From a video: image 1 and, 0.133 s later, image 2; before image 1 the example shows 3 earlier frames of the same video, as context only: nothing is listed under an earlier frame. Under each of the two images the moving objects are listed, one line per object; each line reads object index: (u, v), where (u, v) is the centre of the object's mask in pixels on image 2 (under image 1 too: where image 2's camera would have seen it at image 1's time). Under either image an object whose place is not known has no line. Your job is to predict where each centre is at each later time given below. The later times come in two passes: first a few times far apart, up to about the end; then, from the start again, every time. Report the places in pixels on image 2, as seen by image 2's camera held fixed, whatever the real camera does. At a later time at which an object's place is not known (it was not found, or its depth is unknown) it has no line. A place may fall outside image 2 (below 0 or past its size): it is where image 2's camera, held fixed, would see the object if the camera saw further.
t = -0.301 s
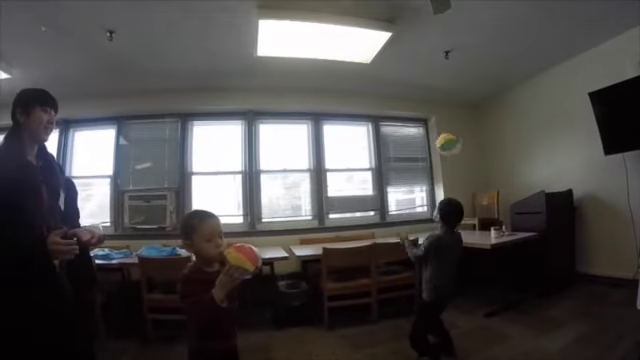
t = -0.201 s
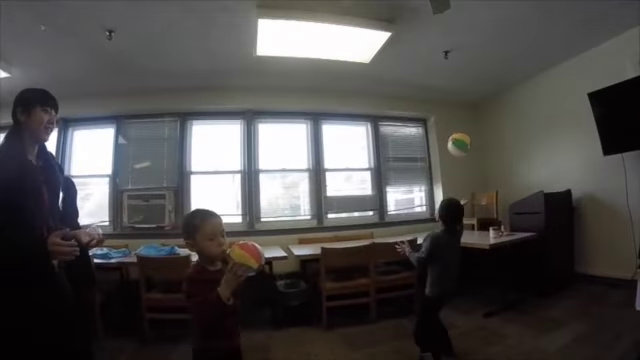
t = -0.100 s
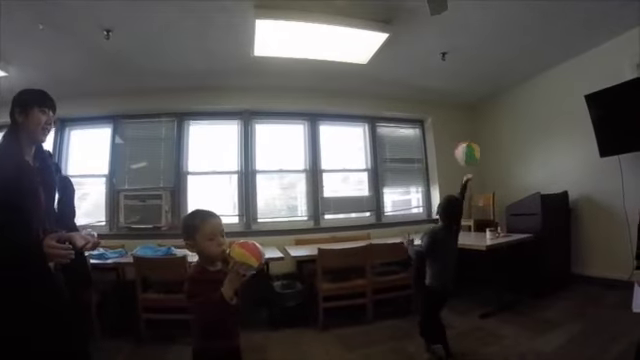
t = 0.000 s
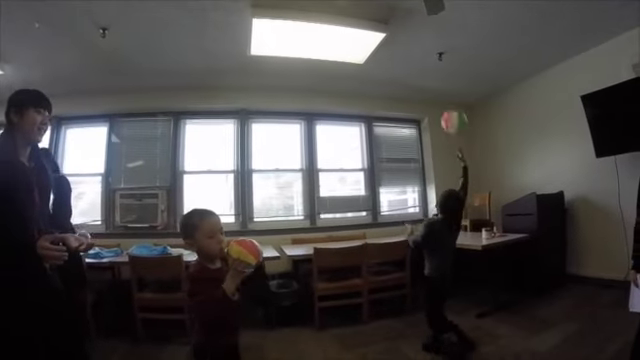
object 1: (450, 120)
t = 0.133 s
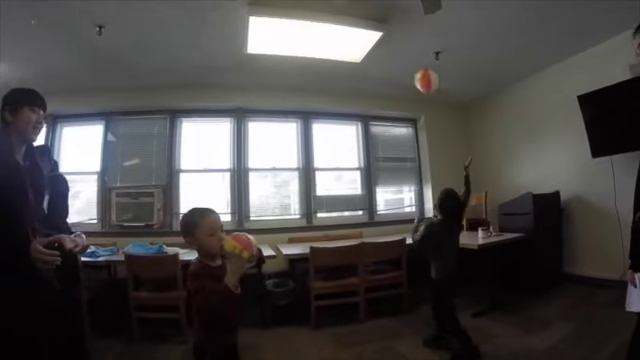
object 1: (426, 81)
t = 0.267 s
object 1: (406, 63)
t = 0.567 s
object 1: (381, 76)
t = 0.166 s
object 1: (420, 75)
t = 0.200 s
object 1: (416, 70)
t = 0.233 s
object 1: (410, 66)
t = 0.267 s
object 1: (406, 63)
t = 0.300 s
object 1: (403, 61)
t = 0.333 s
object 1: (399, 61)
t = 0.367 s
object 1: (396, 61)
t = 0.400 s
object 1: (393, 62)
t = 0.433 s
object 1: (390, 63)
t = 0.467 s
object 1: (388, 65)
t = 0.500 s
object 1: (385, 68)
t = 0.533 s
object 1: (383, 72)
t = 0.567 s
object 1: (381, 76)
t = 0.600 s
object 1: (379, 81)
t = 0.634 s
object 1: (377, 86)
